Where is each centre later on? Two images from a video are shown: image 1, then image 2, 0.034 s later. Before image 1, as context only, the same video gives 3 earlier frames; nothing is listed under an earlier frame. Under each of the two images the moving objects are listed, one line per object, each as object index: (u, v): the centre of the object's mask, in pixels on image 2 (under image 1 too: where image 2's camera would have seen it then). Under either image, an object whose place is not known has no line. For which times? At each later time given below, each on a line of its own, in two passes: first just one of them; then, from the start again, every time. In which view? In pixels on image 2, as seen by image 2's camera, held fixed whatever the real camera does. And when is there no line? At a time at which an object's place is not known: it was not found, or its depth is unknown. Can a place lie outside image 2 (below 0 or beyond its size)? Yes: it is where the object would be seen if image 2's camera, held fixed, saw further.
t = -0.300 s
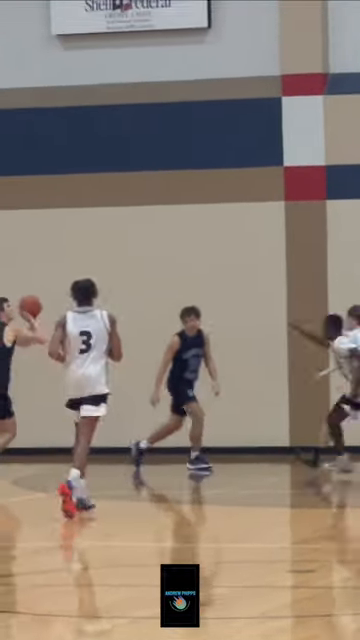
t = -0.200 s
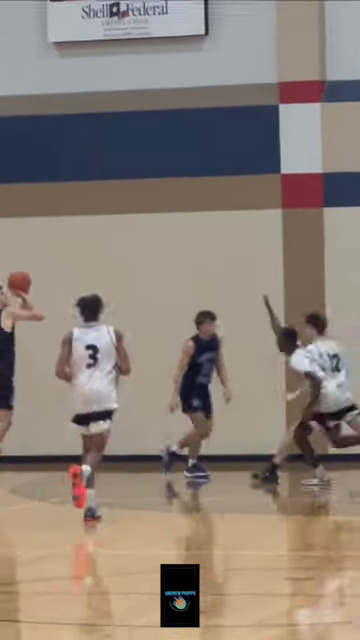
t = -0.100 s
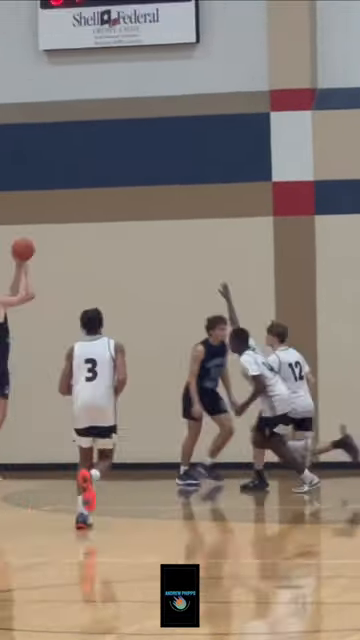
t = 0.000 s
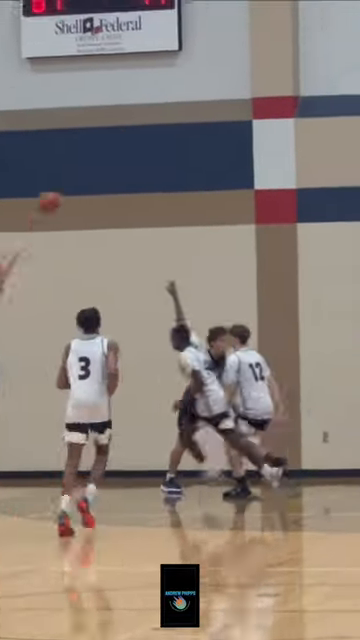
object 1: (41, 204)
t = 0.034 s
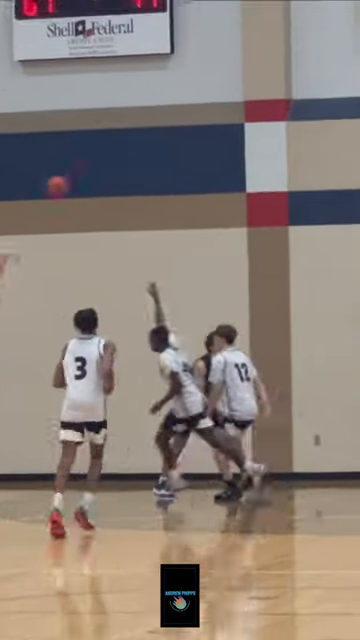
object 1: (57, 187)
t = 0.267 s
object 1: (172, 98)
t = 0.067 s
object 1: (74, 171)
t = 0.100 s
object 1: (91, 157)
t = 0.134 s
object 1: (107, 142)
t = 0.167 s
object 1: (123, 132)
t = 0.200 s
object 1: (139, 122)
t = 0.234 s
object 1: (156, 108)
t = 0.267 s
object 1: (172, 98)
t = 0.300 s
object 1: (188, 90)
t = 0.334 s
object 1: (205, 83)
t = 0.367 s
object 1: (222, 77)
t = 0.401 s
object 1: (238, 70)
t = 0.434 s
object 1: (255, 66)
